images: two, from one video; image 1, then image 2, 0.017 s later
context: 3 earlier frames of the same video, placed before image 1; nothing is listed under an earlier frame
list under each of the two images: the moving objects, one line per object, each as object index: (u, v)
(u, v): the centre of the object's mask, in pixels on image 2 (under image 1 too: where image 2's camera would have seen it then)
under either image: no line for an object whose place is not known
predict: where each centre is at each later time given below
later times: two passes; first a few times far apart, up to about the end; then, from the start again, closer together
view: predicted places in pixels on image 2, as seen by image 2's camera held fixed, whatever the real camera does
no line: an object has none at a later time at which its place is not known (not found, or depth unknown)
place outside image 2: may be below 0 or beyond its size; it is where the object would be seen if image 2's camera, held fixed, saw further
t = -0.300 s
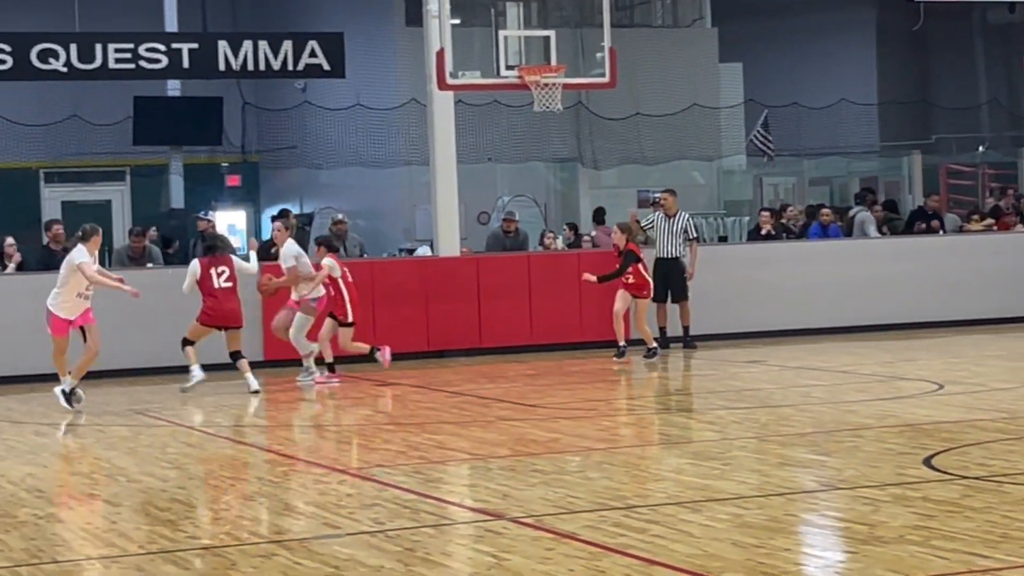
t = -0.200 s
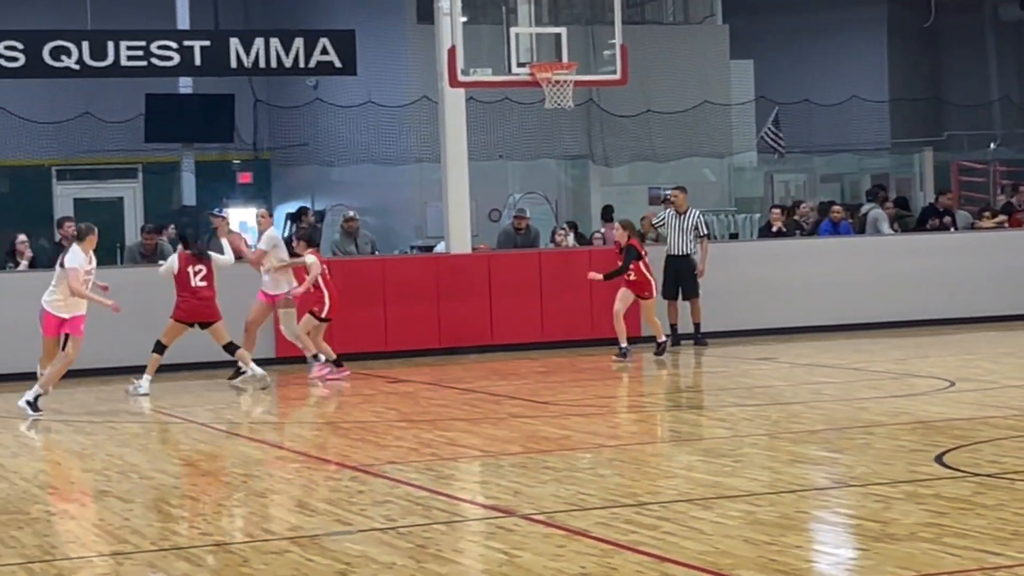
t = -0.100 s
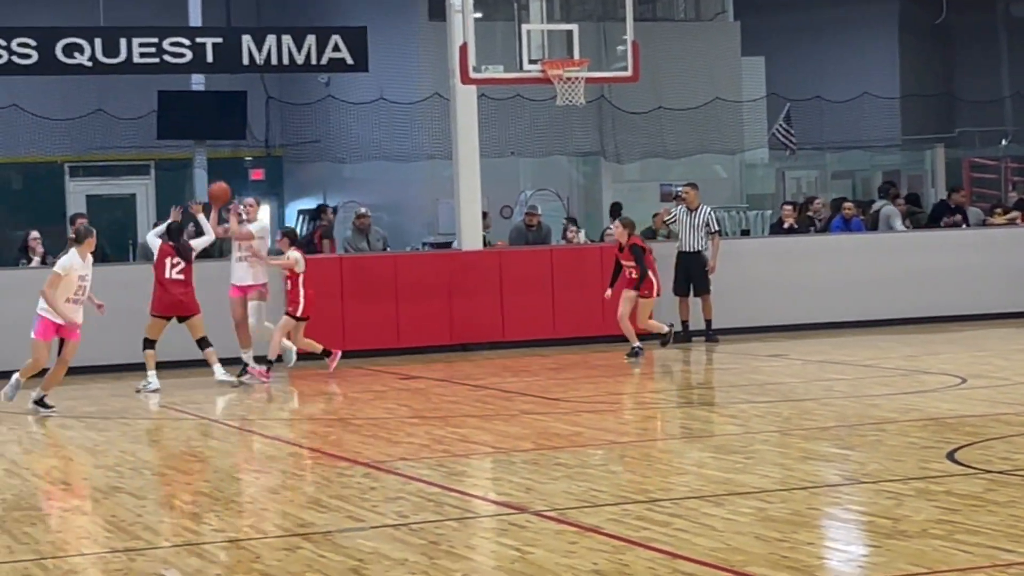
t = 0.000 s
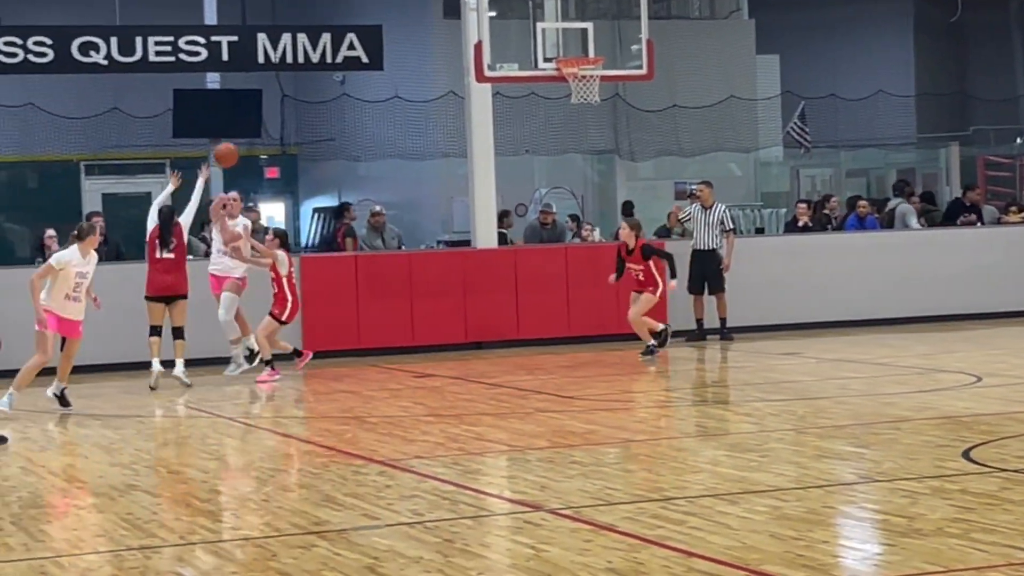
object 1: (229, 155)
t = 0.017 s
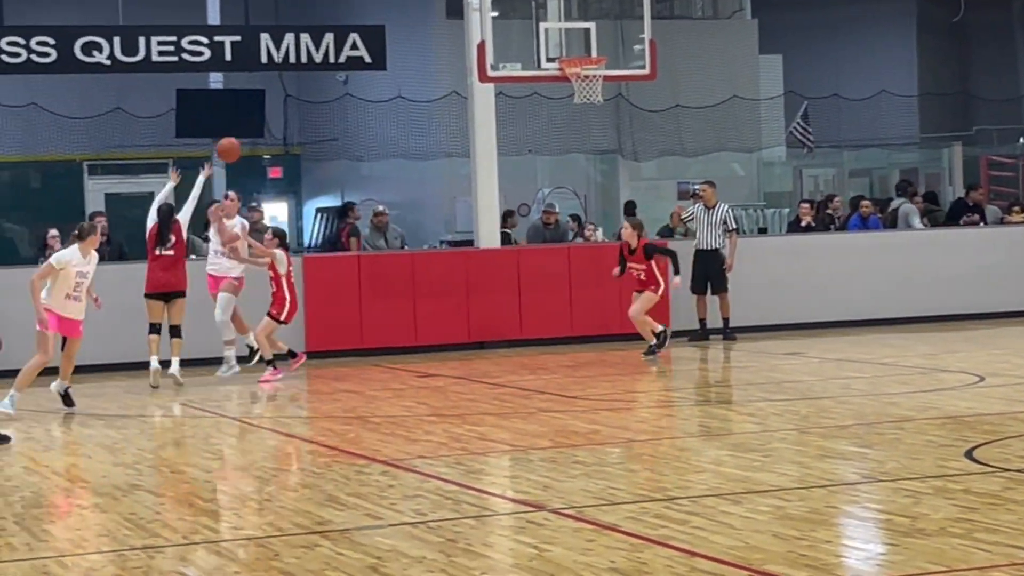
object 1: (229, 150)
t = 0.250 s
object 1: (226, 108)
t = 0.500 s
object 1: (227, 128)
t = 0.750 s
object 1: (232, 239)
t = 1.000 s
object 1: (238, 456)
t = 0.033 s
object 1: (229, 145)
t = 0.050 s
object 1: (228, 141)
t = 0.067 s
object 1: (228, 137)
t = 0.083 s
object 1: (227, 133)
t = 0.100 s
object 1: (227, 129)
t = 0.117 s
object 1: (227, 125)
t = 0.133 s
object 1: (227, 123)
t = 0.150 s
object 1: (227, 120)
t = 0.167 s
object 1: (227, 117)
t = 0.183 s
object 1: (226, 114)
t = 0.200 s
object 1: (226, 113)
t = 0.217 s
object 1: (226, 111)
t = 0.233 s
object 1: (226, 109)
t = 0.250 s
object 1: (226, 108)
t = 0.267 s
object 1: (226, 107)
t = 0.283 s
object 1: (226, 106)
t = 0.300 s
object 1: (226, 106)
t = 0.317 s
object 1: (226, 106)
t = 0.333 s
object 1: (226, 106)
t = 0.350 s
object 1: (226, 107)
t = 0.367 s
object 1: (226, 108)
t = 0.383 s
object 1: (226, 109)
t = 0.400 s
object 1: (226, 111)
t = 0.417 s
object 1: (226, 113)
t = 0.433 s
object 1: (226, 115)
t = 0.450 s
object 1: (226, 118)
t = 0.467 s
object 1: (227, 121)
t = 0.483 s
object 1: (226, 125)
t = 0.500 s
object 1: (227, 128)
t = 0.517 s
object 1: (227, 133)
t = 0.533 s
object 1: (227, 137)
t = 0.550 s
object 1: (227, 142)
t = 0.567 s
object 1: (228, 148)
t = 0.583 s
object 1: (228, 154)
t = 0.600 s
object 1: (228, 160)
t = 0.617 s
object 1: (229, 167)
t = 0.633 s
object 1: (229, 175)
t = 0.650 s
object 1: (229, 182)
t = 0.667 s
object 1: (230, 191)
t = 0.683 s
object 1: (230, 200)
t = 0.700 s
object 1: (230, 209)
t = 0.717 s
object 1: (231, 219)
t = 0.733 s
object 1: (231, 229)
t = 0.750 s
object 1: (232, 239)
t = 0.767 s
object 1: (232, 250)
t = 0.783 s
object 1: (232, 262)
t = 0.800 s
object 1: (233, 275)
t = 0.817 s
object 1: (234, 288)
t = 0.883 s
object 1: (236, 347)
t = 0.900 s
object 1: (236, 362)
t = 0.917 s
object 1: (236, 379)
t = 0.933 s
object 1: (237, 397)
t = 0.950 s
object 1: (237, 415)
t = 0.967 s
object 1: (238, 434)
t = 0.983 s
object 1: (238, 455)
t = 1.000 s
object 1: (238, 456)
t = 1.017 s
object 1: (236, 442)
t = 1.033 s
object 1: (234, 430)
